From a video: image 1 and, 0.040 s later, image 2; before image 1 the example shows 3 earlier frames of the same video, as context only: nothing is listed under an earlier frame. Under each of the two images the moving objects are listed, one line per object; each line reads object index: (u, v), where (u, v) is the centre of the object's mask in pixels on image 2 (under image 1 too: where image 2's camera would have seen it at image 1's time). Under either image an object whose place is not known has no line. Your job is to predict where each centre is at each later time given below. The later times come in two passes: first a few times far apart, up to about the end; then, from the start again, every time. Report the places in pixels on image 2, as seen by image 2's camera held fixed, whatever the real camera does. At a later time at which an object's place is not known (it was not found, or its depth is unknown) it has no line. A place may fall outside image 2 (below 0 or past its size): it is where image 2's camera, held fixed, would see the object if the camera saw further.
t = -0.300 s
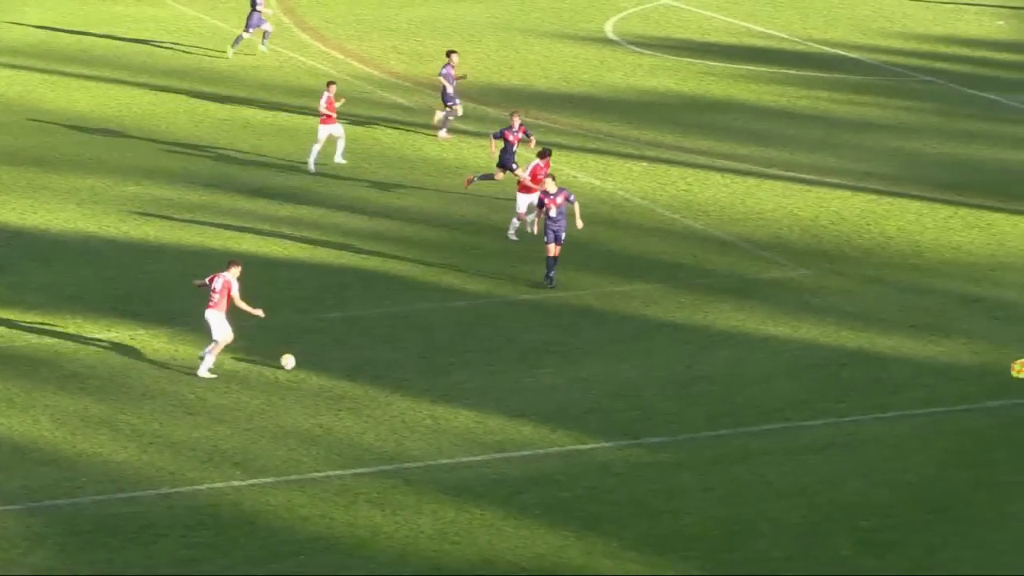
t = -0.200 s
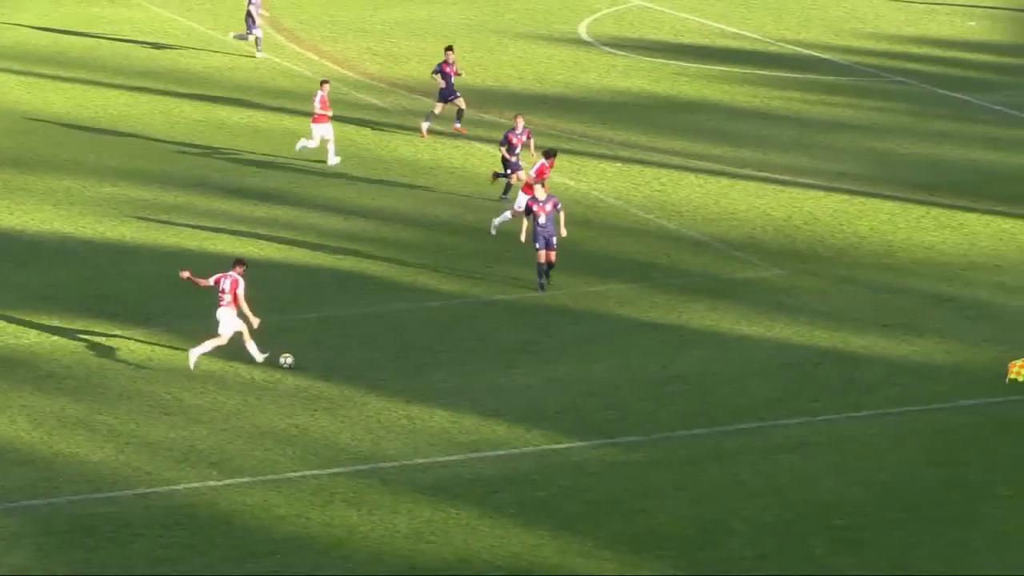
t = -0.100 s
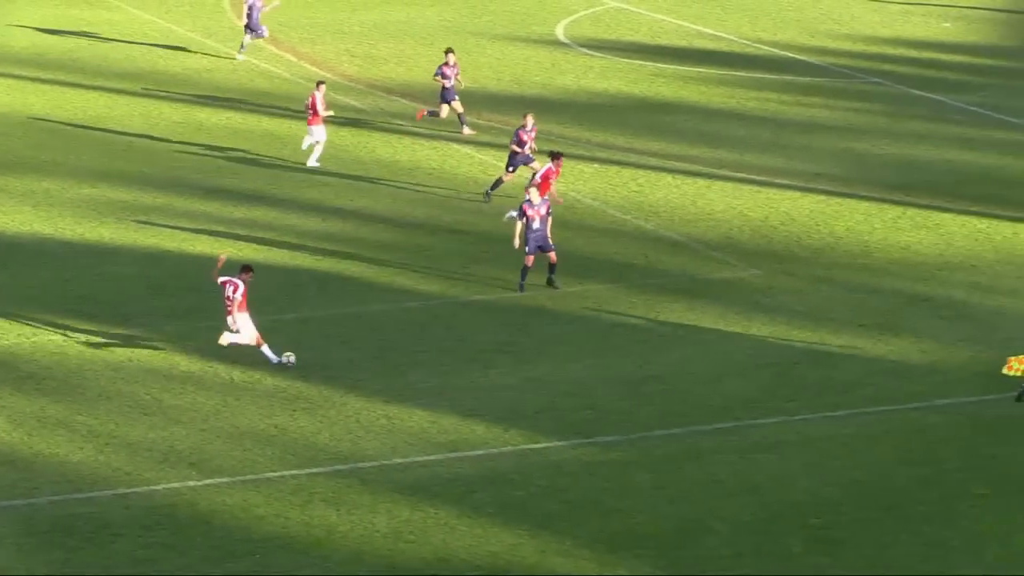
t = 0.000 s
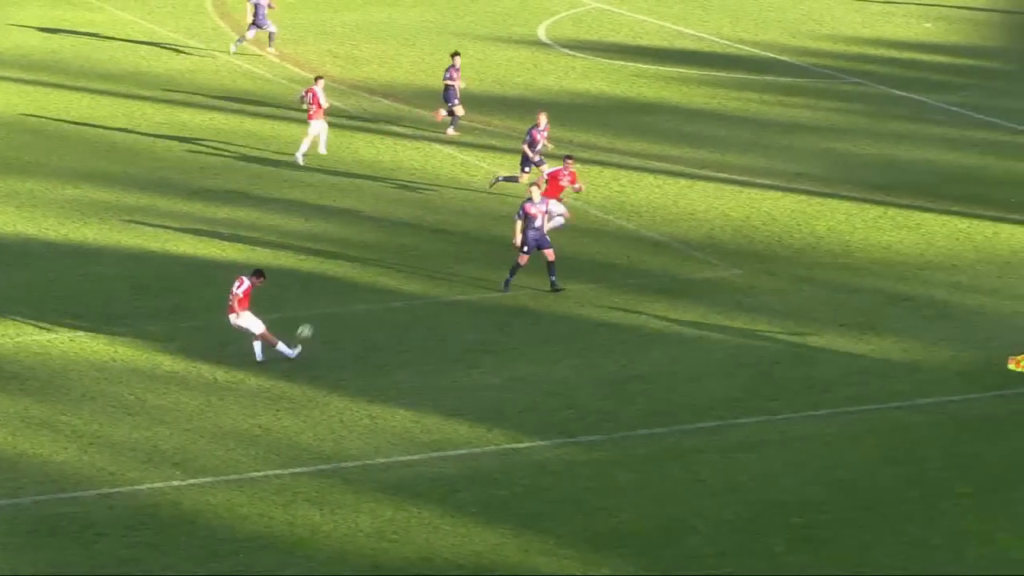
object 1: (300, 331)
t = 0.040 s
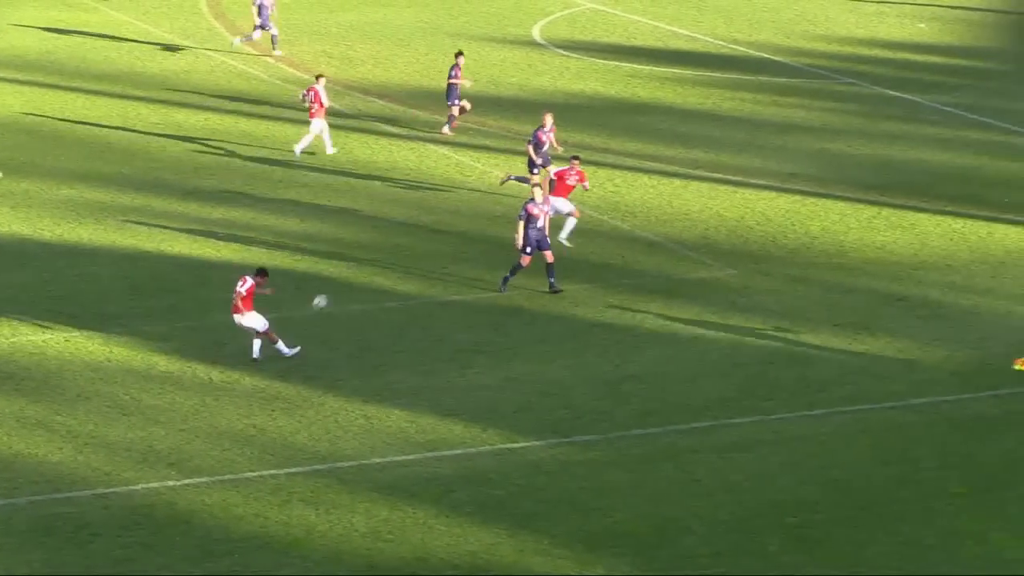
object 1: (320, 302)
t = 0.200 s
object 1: (391, 200)
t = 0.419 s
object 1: (460, 85)
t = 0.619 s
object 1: (501, 7)
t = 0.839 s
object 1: (533, -55)
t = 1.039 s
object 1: (551, -93)
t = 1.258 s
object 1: (561, -116)
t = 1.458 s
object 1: (567, -123)
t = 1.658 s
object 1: (569, -117)
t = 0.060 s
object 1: (330, 288)
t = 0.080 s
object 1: (339, 274)
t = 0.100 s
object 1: (349, 261)
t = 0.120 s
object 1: (358, 248)
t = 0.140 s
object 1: (366, 235)
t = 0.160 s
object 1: (375, 223)
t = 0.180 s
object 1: (383, 212)
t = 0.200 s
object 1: (391, 200)
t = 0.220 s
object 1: (399, 187)
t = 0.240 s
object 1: (406, 176)
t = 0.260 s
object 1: (412, 165)
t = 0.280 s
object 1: (420, 155)
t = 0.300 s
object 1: (426, 143)
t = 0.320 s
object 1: (431, 132)
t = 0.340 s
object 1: (437, 122)
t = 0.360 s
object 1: (443, 113)
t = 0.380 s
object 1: (449, 103)
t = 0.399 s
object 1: (454, 93)
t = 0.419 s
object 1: (460, 85)
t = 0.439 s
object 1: (465, 76)
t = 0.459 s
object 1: (469, 67)
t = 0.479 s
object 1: (474, 59)
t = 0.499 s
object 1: (478, 51)
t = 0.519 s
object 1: (482, 43)
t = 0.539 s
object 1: (487, 35)
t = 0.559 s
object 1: (491, 28)
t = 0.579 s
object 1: (495, 22)
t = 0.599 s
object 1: (498, 14)
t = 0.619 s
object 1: (501, 7)
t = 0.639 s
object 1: (505, 0)
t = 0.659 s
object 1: (508, -5)
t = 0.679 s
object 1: (511, -12)
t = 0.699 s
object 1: (514, -17)
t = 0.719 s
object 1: (517, -23)
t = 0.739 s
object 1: (519, -29)
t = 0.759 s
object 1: (522, -35)
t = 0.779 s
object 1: (525, -40)
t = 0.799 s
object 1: (528, -45)
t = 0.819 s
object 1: (530, -50)
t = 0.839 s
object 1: (533, -55)
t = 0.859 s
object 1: (535, -60)
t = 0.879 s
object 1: (537, -64)
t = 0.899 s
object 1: (540, -68)
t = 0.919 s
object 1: (542, -72)
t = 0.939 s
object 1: (544, -76)
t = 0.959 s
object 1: (546, -80)
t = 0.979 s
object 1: (547, -83)
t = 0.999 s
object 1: (549, -86)
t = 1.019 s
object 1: (550, -89)
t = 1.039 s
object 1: (551, -93)
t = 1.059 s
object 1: (553, -96)
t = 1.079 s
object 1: (554, -98)
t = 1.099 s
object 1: (555, -101)
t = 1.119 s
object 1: (555, -103)
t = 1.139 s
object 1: (557, -106)
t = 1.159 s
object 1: (558, -107)
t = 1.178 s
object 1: (559, -109)
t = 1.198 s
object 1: (560, -111)
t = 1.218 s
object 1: (560, -113)
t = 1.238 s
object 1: (561, -114)
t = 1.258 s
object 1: (561, -116)
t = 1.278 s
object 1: (562, -117)
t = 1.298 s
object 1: (563, -118)
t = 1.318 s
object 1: (564, -119)
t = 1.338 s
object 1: (564, -120)
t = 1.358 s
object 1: (565, -120)
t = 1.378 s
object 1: (565, -121)
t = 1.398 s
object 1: (566, -121)
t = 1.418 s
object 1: (566, -122)
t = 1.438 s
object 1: (567, -123)
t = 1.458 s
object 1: (567, -123)
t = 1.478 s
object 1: (567, -123)
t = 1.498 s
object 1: (567, -123)
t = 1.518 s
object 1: (567, -123)
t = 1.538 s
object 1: (568, -122)
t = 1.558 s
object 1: (568, -122)
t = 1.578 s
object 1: (568, -121)
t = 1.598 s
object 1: (568, -121)
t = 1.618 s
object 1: (568, -120)
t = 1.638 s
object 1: (568, -119)
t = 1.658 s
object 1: (569, -117)
